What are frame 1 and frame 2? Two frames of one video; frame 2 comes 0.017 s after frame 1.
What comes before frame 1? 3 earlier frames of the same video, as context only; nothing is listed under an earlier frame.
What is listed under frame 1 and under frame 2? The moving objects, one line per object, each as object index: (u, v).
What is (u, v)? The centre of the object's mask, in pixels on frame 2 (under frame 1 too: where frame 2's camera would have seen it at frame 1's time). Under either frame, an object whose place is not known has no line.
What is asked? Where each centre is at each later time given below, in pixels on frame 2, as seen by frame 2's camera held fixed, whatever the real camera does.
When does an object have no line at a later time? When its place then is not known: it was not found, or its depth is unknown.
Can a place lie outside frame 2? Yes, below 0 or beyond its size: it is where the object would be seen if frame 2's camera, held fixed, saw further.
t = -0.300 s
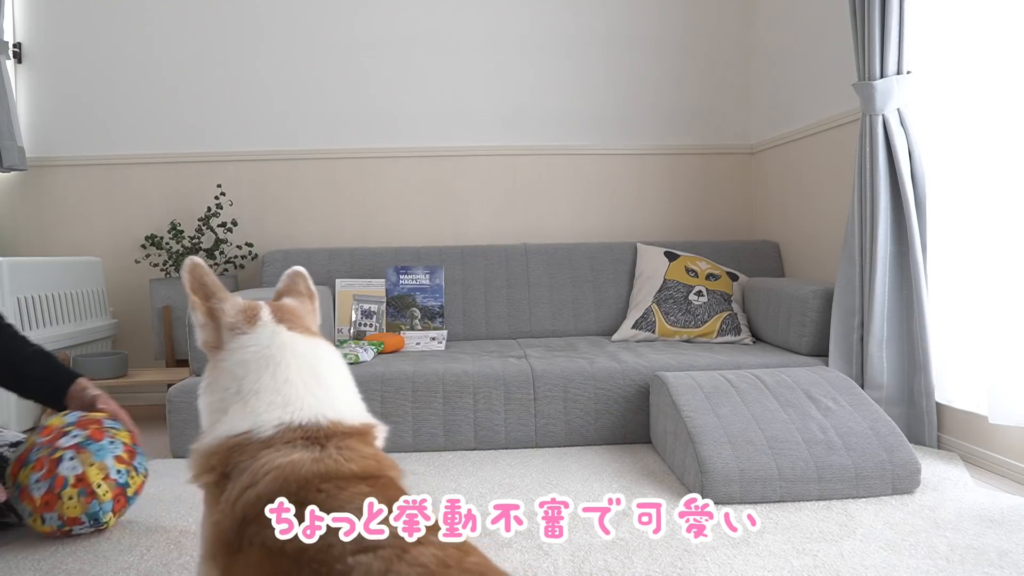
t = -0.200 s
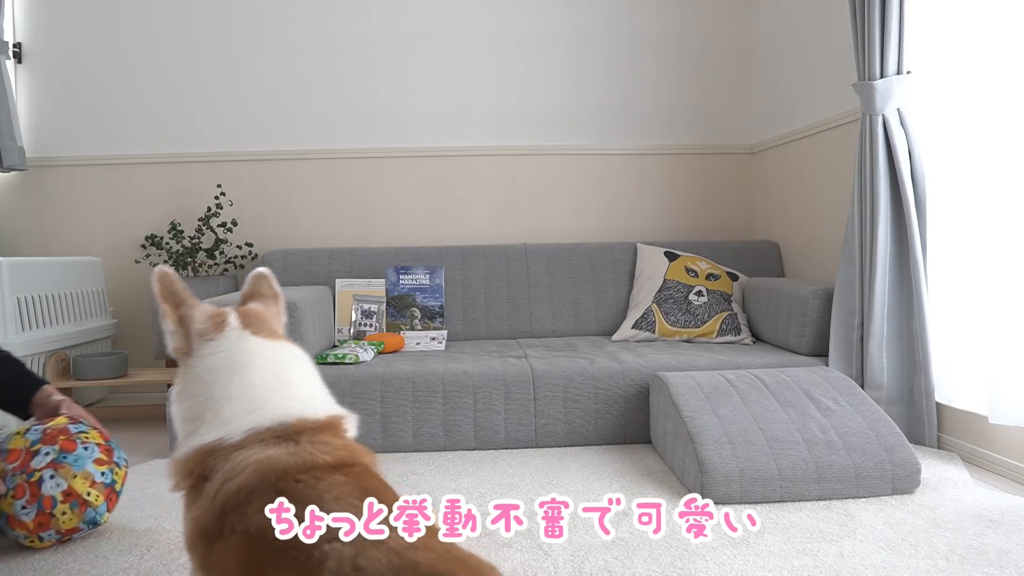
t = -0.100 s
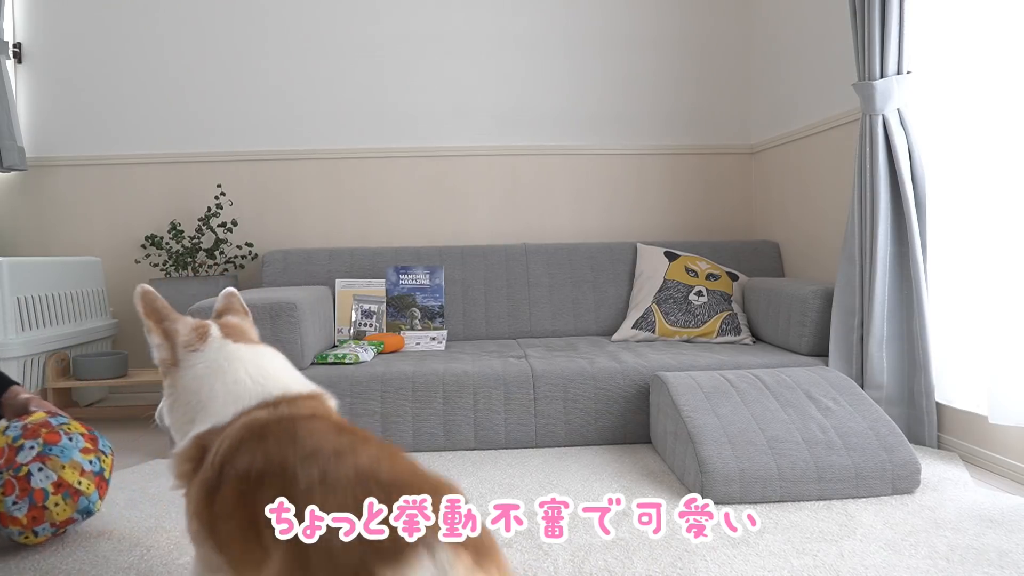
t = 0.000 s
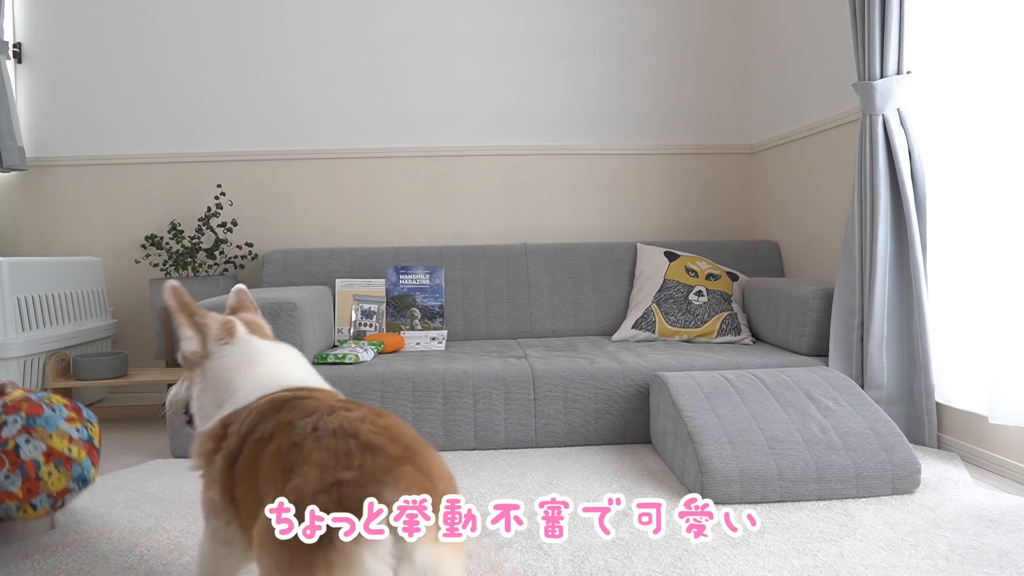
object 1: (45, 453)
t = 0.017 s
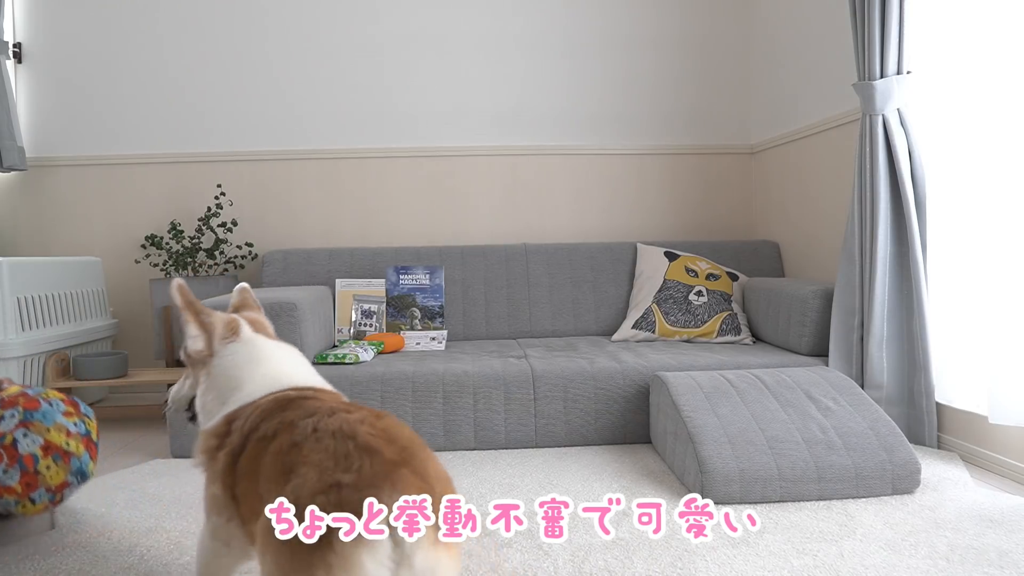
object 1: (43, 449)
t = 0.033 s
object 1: (42, 444)
